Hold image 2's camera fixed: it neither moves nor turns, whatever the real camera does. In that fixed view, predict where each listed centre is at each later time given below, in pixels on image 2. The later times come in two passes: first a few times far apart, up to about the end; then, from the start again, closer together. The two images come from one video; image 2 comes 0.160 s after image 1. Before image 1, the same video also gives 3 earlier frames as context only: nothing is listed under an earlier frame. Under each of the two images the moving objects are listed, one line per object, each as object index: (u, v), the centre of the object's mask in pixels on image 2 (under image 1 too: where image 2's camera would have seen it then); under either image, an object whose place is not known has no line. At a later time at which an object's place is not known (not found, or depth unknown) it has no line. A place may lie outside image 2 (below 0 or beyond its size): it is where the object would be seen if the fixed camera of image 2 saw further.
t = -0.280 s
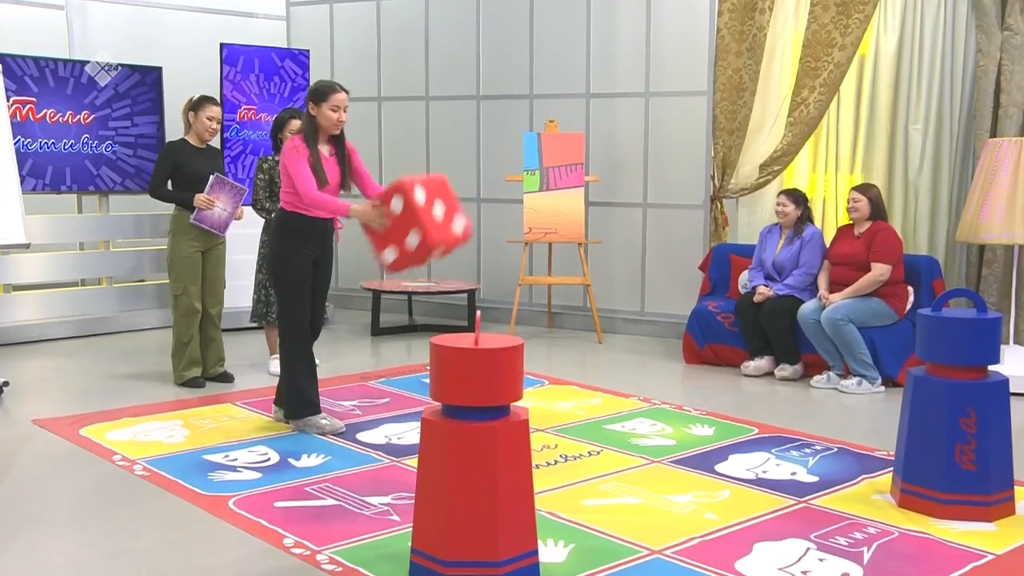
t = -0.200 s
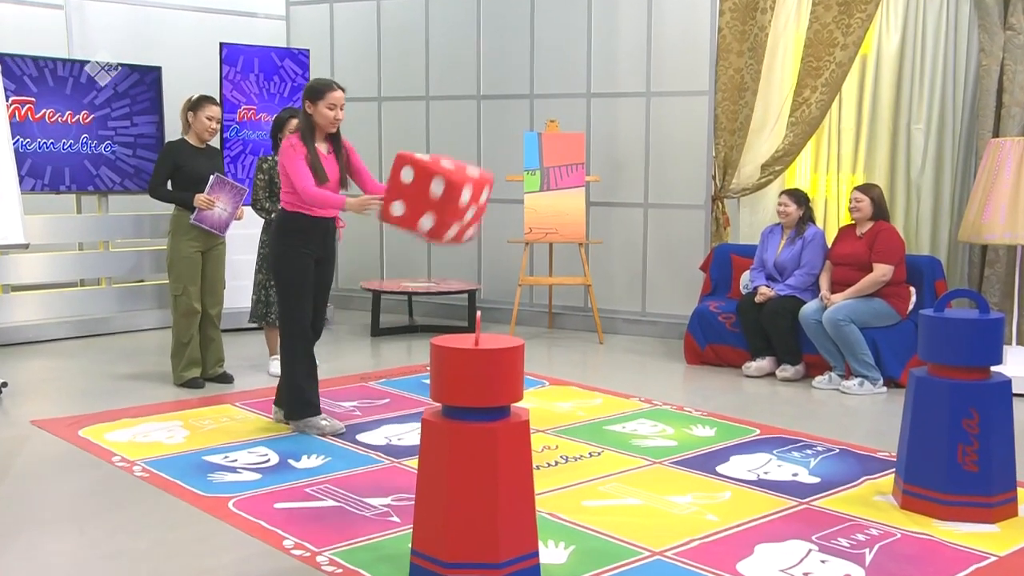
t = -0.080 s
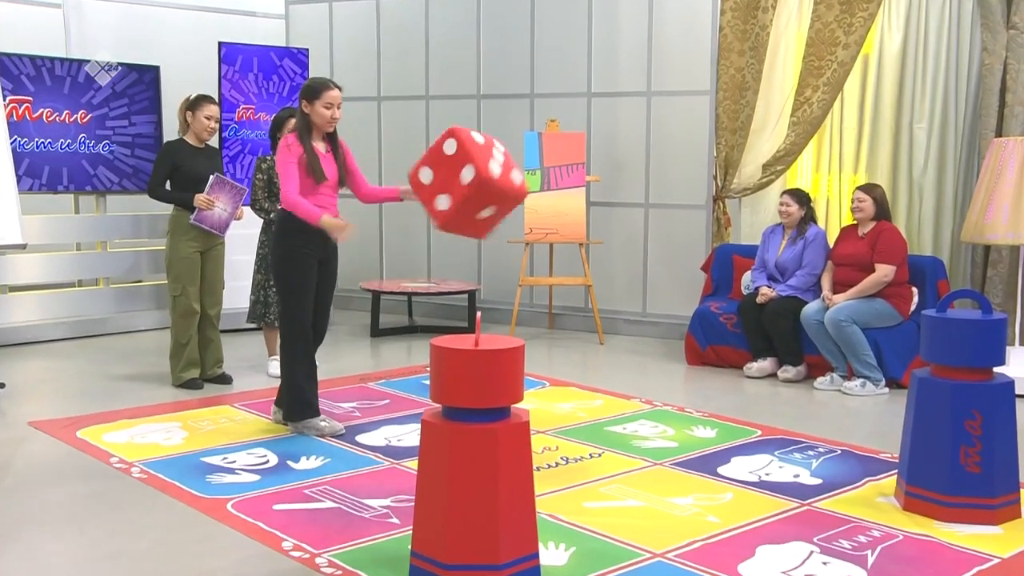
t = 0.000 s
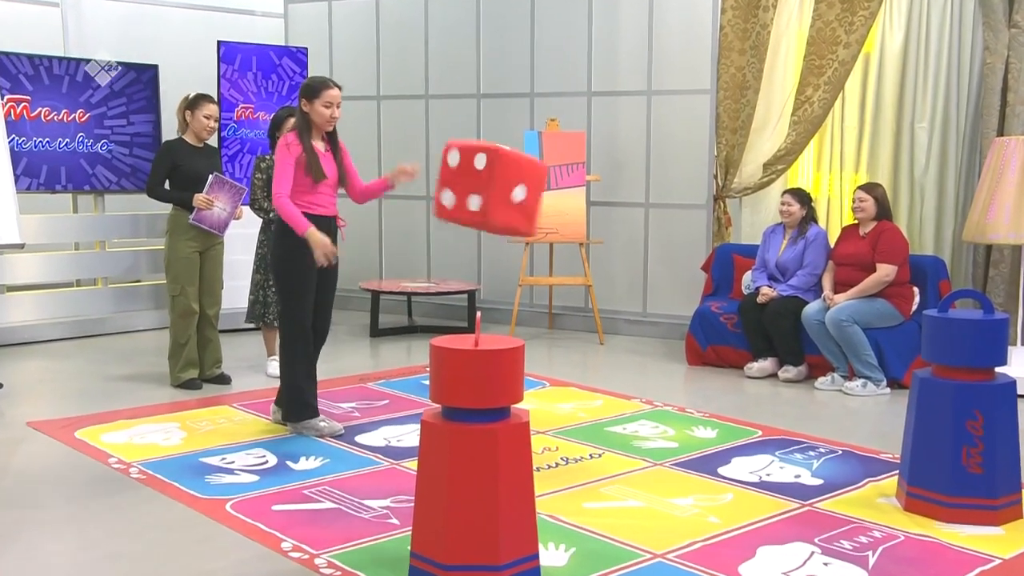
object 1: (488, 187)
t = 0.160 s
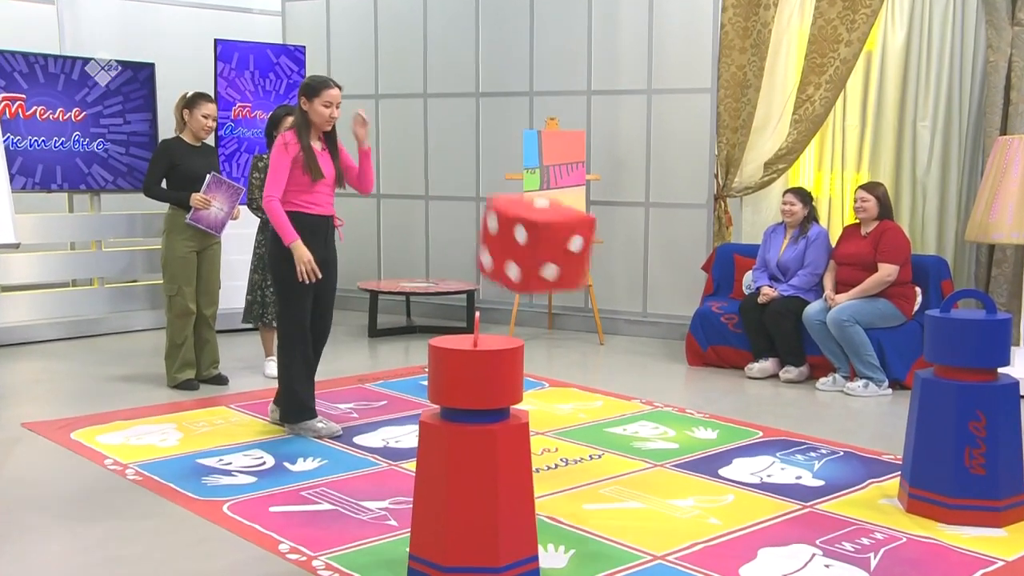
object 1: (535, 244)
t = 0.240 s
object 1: (557, 291)
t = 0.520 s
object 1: (634, 420)
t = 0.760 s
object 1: (699, 428)
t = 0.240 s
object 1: (557, 291)
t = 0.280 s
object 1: (570, 322)
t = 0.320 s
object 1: (580, 354)
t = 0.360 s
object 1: (591, 390)
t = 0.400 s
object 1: (604, 437)
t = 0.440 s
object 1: (612, 447)
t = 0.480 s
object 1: (624, 432)
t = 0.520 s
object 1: (634, 420)
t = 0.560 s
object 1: (646, 412)
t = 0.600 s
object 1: (656, 408)
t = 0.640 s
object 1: (667, 408)
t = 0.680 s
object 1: (678, 411)
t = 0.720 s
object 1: (689, 418)
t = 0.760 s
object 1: (699, 428)
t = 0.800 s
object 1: (710, 441)
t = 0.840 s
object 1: (718, 443)
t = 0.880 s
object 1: (725, 441)
